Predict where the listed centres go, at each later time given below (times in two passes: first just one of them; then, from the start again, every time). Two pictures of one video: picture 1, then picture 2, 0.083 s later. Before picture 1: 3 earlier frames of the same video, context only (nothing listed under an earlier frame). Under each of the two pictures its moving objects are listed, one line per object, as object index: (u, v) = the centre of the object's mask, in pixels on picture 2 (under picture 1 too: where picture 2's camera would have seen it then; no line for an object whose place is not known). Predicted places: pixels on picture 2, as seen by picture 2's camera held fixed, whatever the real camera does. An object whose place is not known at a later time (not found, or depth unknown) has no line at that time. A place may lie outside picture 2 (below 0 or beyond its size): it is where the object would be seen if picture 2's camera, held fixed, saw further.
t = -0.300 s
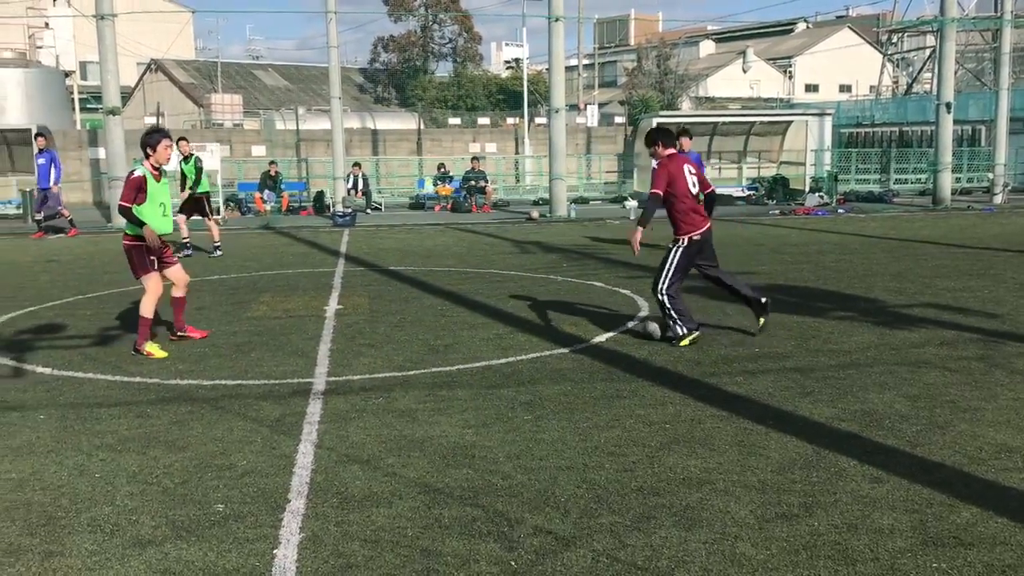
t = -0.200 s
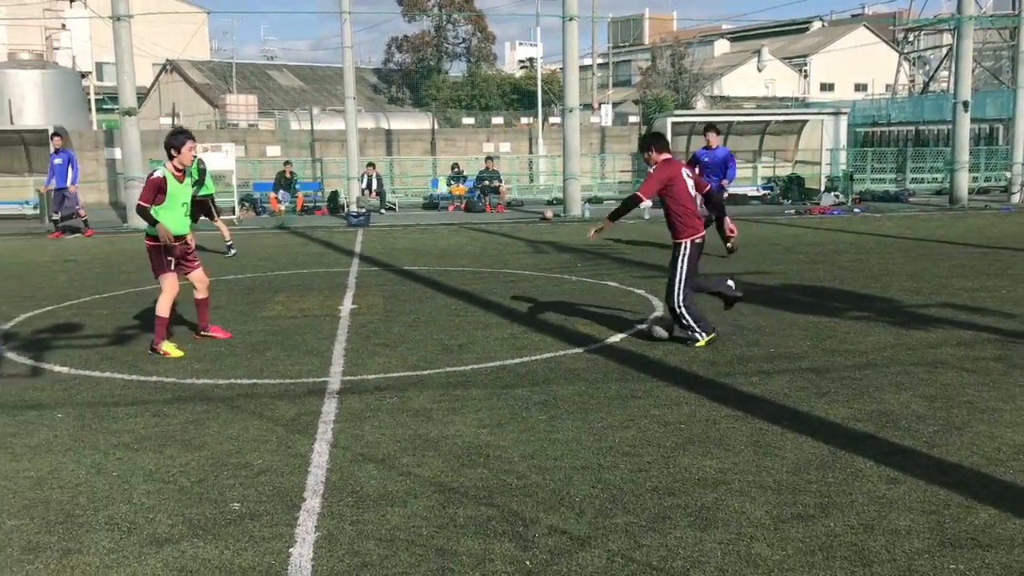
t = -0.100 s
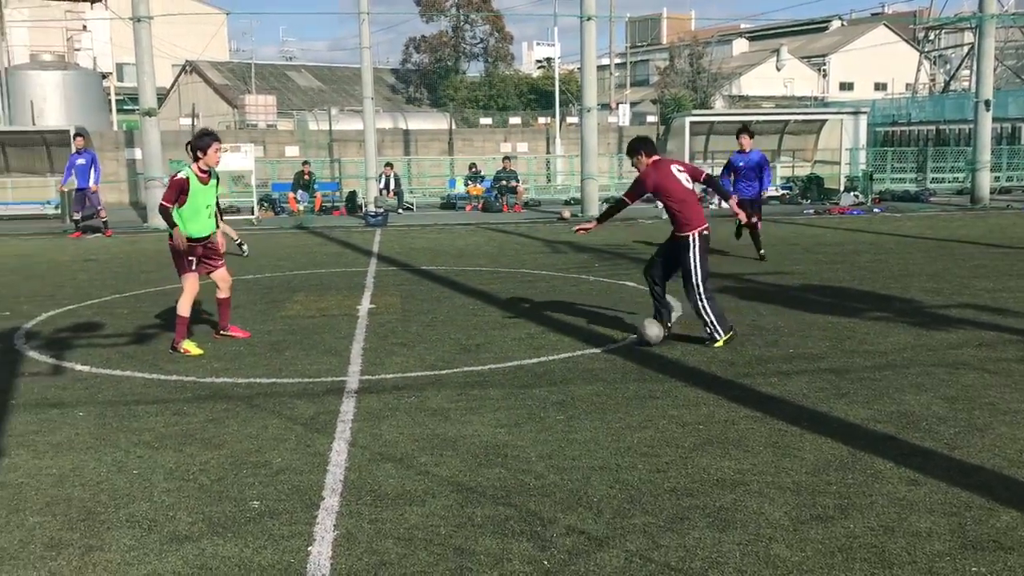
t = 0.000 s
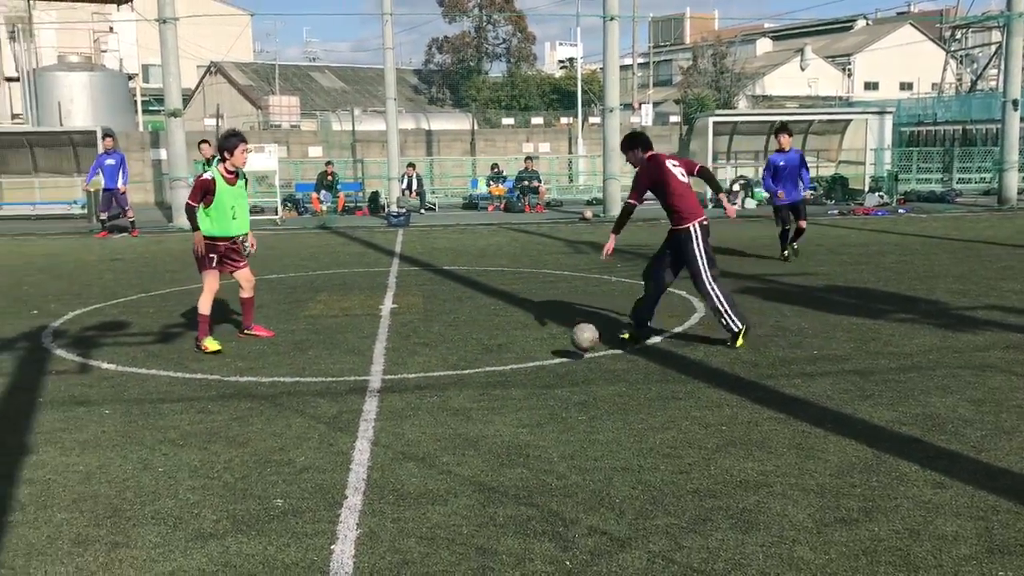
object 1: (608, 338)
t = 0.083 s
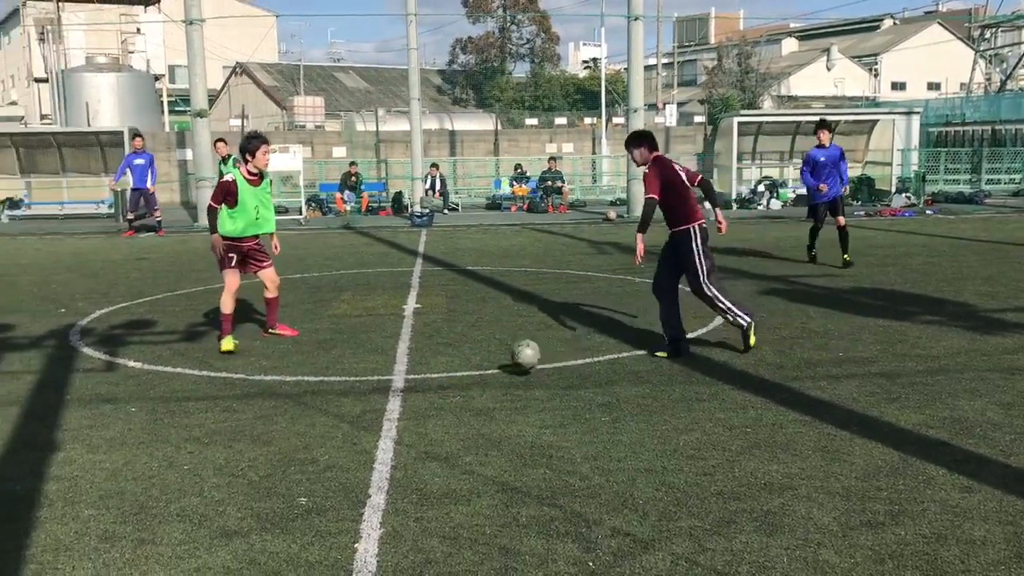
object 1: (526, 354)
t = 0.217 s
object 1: (388, 384)
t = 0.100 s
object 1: (509, 359)
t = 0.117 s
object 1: (491, 365)
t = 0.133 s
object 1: (473, 370)
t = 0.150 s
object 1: (455, 373)
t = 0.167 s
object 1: (438, 376)
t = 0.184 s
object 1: (423, 378)
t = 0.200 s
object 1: (405, 381)
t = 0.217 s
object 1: (388, 384)
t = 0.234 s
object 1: (371, 388)
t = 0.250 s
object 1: (352, 390)
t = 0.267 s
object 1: (335, 392)
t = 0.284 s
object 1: (317, 393)
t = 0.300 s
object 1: (300, 395)
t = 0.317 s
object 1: (283, 395)
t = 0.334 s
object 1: (265, 398)
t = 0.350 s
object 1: (245, 403)
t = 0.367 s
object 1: (226, 407)
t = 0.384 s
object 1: (206, 412)
